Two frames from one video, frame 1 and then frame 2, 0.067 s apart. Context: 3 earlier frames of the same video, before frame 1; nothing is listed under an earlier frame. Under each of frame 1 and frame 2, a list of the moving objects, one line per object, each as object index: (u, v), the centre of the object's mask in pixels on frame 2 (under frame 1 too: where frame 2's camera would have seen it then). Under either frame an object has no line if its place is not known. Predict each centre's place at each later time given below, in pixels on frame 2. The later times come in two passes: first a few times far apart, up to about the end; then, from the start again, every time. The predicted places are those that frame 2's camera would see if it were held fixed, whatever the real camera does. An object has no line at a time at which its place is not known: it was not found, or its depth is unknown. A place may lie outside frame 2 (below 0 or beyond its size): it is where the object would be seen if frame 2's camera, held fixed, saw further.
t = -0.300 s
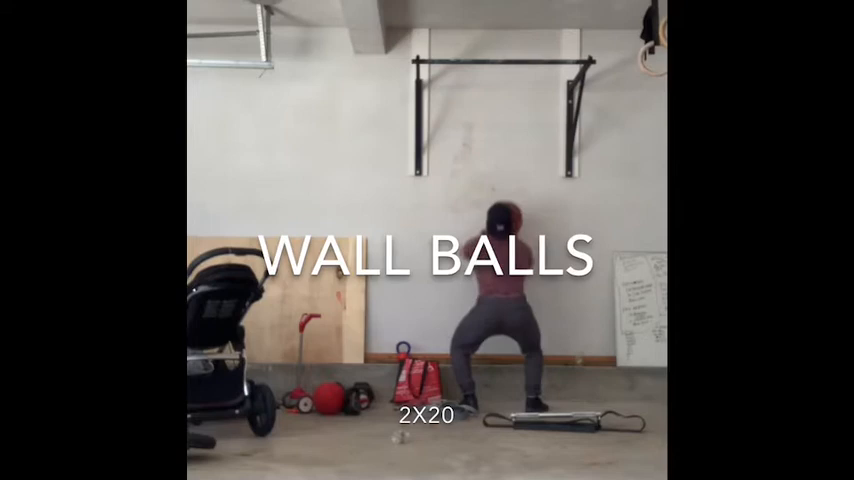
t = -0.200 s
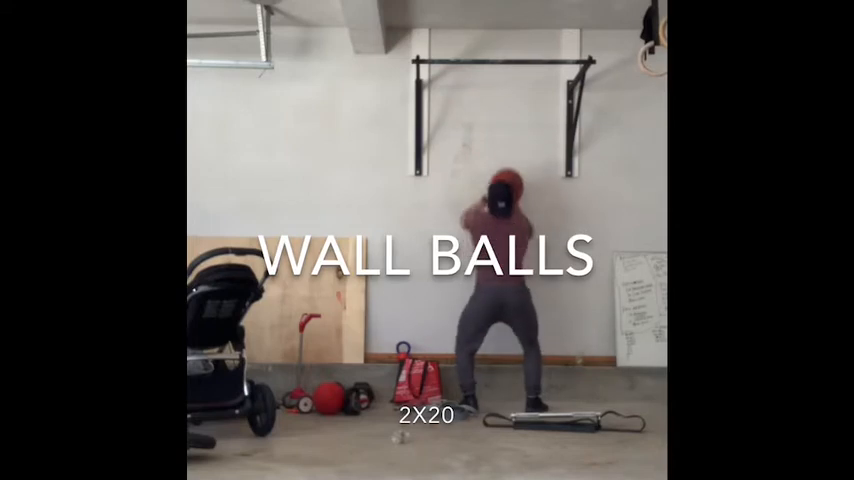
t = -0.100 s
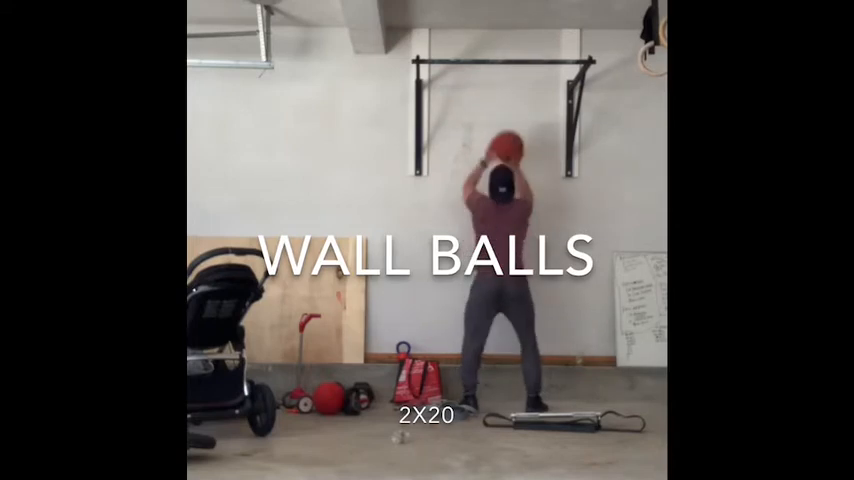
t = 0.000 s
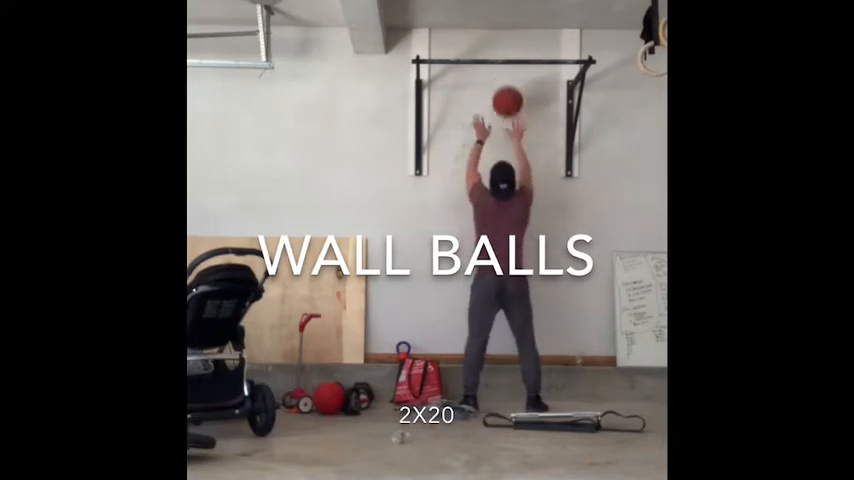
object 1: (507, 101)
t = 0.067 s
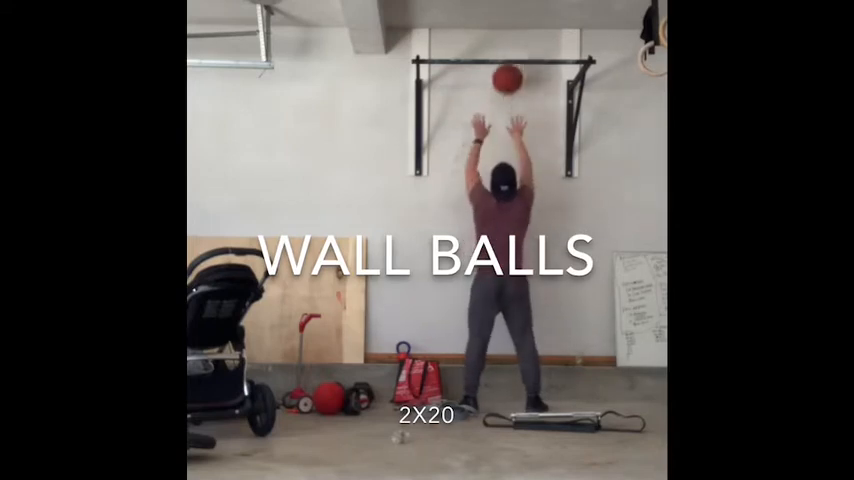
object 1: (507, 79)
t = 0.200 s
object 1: (507, 49)
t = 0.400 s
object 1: (509, 45)
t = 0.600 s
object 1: (511, 89)
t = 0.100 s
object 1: (507, 70)
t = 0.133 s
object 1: (507, 63)
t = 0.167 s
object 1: (507, 55)
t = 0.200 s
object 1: (507, 49)
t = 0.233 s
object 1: (507, 47)
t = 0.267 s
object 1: (507, 45)
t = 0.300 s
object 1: (507, 43)
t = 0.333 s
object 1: (508, 43)
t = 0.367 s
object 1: (508, 44)
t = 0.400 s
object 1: (509, 45)
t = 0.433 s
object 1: (509, 48)
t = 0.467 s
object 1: (510, 54)
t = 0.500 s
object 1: (510, 63)
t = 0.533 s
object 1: (510, 70)
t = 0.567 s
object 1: (510, 78)
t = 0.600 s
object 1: (511, 89)
